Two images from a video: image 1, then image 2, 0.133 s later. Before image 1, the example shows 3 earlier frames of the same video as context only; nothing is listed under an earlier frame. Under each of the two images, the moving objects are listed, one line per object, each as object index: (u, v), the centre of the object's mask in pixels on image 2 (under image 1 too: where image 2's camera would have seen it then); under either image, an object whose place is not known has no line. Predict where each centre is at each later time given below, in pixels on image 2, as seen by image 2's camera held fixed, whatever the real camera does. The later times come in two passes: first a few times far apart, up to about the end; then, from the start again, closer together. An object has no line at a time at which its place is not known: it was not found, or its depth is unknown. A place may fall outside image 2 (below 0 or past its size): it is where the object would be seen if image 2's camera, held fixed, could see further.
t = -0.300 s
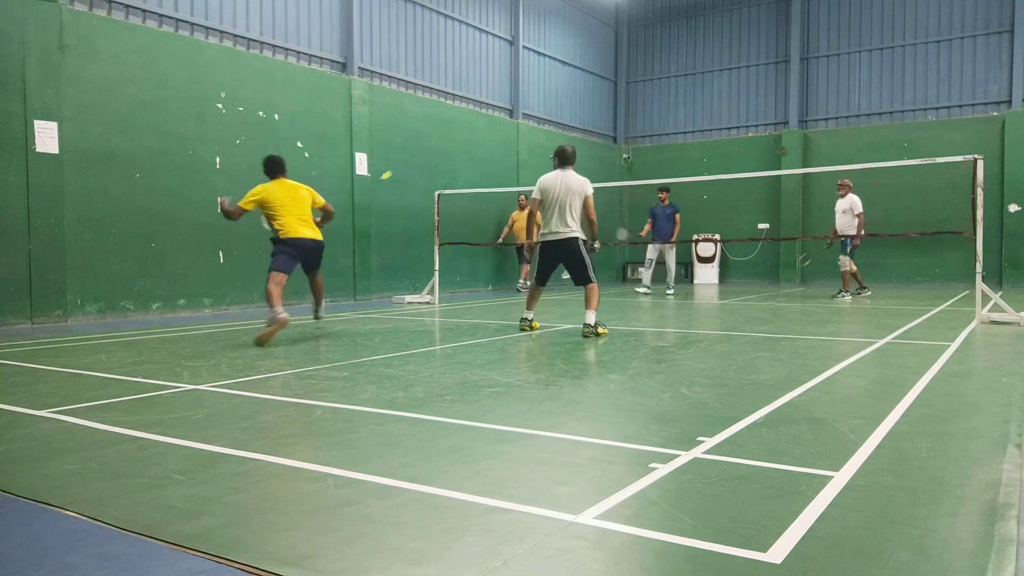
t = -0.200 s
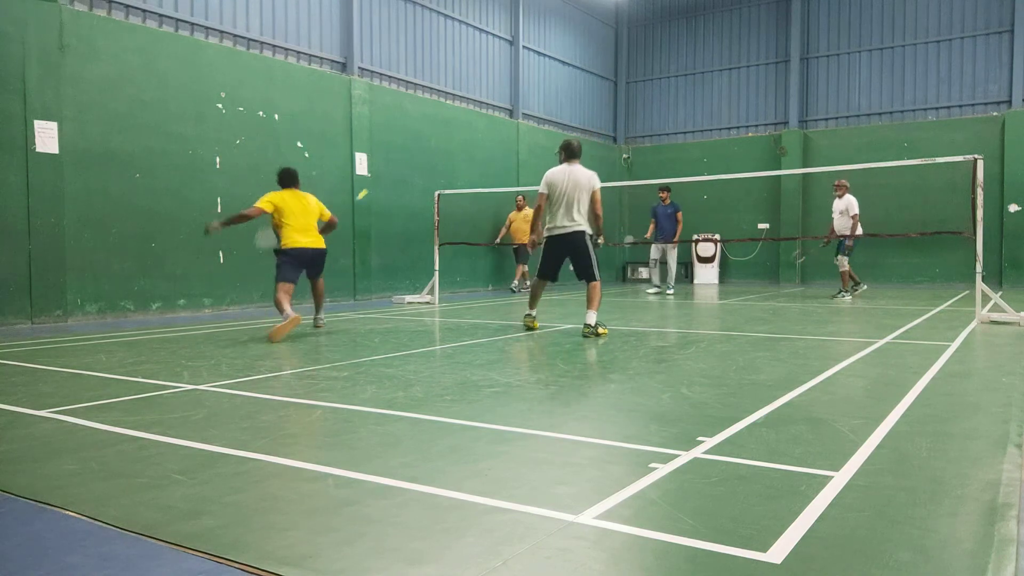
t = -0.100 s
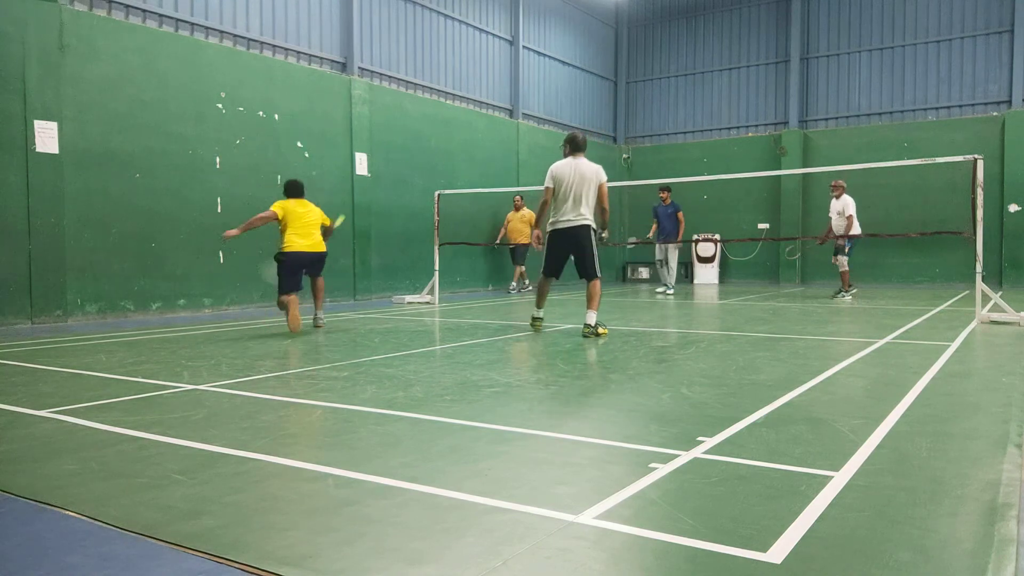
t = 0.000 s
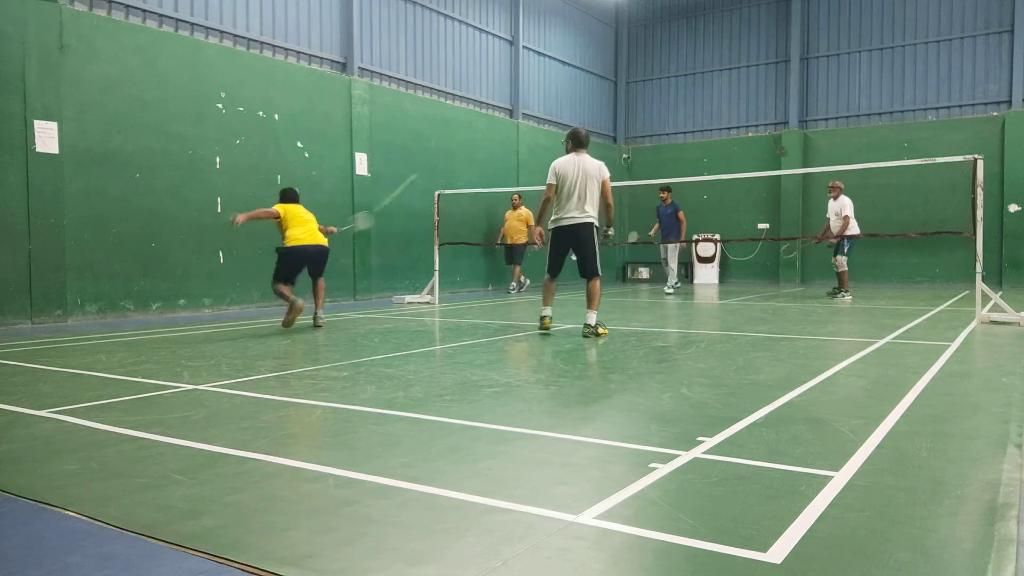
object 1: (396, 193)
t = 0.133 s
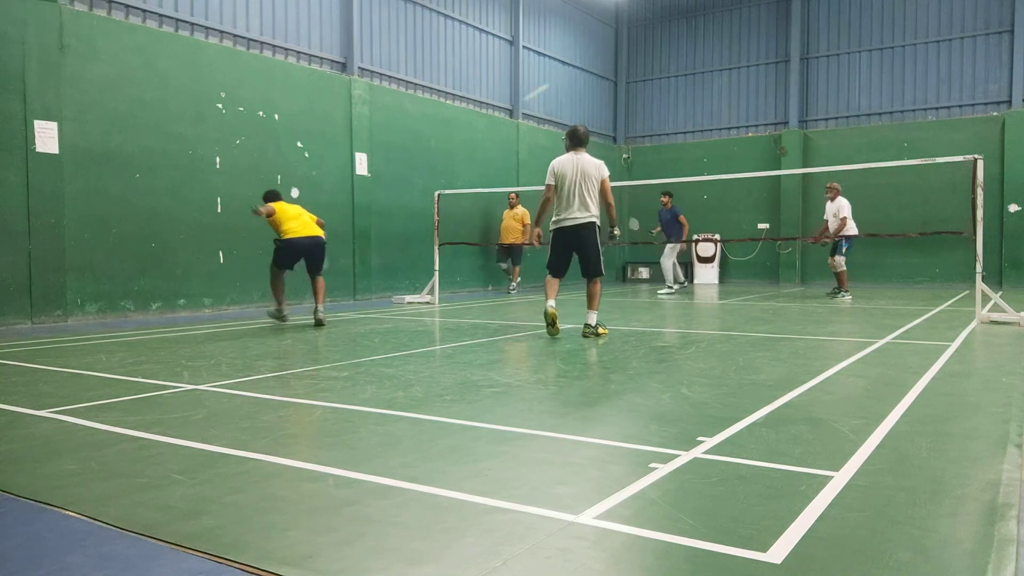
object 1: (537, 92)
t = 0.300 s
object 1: (633, 38)
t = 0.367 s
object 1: (660, 28)
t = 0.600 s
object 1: (730, 21)
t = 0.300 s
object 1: (633, 38)
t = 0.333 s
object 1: (647, 32)
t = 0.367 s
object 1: (660, 28)
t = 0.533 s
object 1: (713, 19)
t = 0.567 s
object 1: (722, 20)
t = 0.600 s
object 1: (730, 21)
